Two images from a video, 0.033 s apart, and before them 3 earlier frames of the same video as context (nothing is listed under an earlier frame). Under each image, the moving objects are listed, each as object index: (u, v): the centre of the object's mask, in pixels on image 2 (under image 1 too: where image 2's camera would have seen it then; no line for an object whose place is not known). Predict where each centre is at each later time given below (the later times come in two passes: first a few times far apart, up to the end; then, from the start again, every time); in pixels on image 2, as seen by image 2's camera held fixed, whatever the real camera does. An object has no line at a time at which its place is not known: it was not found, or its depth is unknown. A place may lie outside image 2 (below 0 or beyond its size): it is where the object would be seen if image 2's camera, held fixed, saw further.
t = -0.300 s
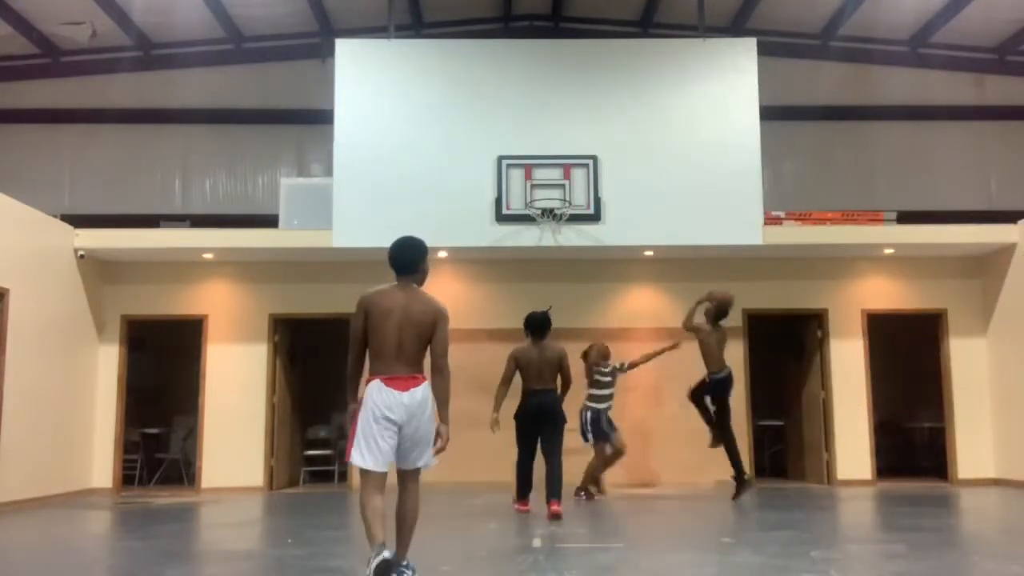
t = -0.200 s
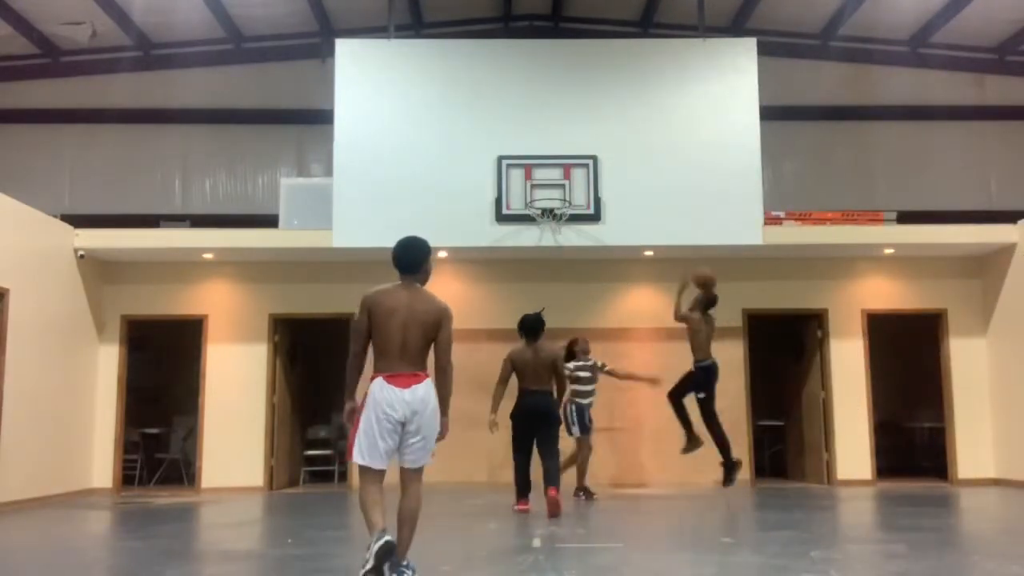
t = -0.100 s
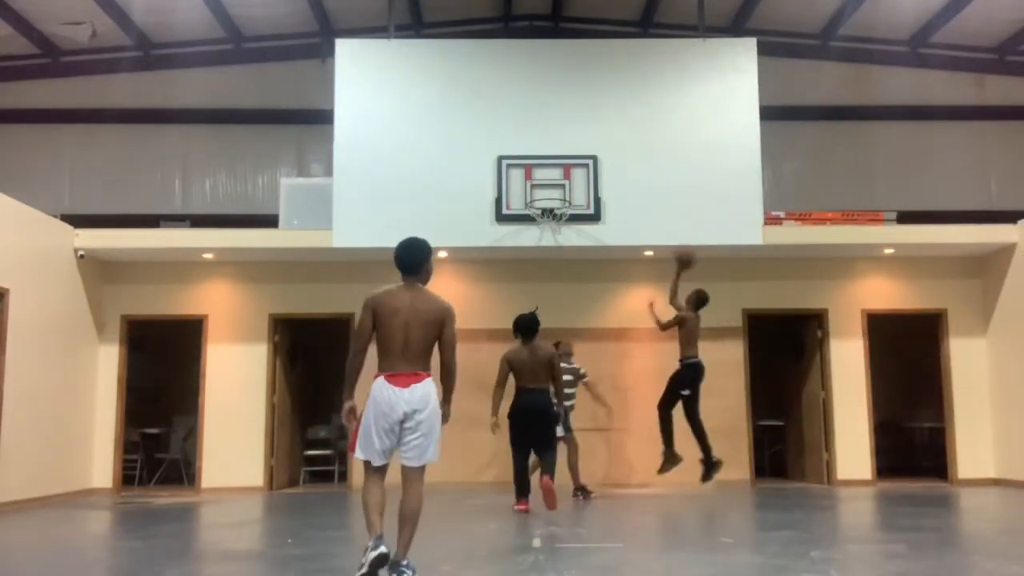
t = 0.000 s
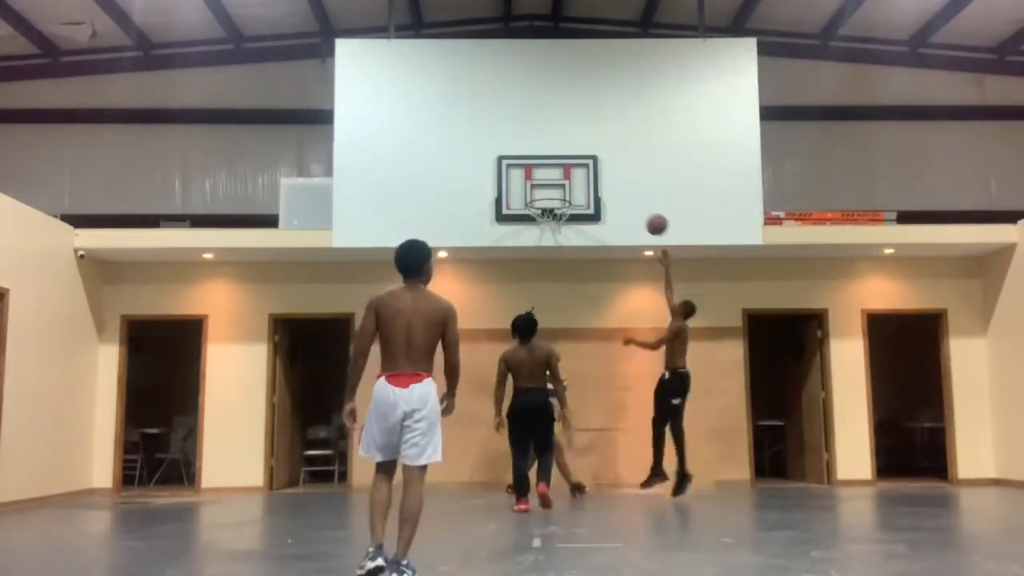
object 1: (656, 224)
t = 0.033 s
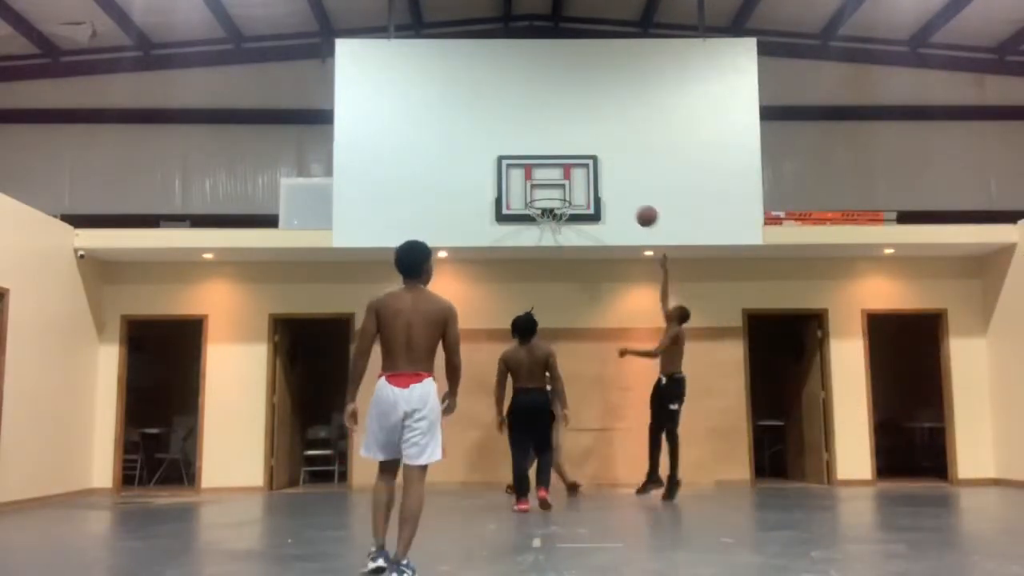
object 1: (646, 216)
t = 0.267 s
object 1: (582, 189)
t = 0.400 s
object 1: (548, 194)
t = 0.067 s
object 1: (637, 208)
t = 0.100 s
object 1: (627, 203)
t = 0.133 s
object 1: (618, 198)
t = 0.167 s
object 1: (609, 194)
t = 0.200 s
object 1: (600, 191)
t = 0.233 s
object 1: (591, 190)
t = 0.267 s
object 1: (582, 189)
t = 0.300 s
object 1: (573, 189)
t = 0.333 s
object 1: (565, 190)
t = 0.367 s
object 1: (556, 192)
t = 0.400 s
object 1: (548, 194)
